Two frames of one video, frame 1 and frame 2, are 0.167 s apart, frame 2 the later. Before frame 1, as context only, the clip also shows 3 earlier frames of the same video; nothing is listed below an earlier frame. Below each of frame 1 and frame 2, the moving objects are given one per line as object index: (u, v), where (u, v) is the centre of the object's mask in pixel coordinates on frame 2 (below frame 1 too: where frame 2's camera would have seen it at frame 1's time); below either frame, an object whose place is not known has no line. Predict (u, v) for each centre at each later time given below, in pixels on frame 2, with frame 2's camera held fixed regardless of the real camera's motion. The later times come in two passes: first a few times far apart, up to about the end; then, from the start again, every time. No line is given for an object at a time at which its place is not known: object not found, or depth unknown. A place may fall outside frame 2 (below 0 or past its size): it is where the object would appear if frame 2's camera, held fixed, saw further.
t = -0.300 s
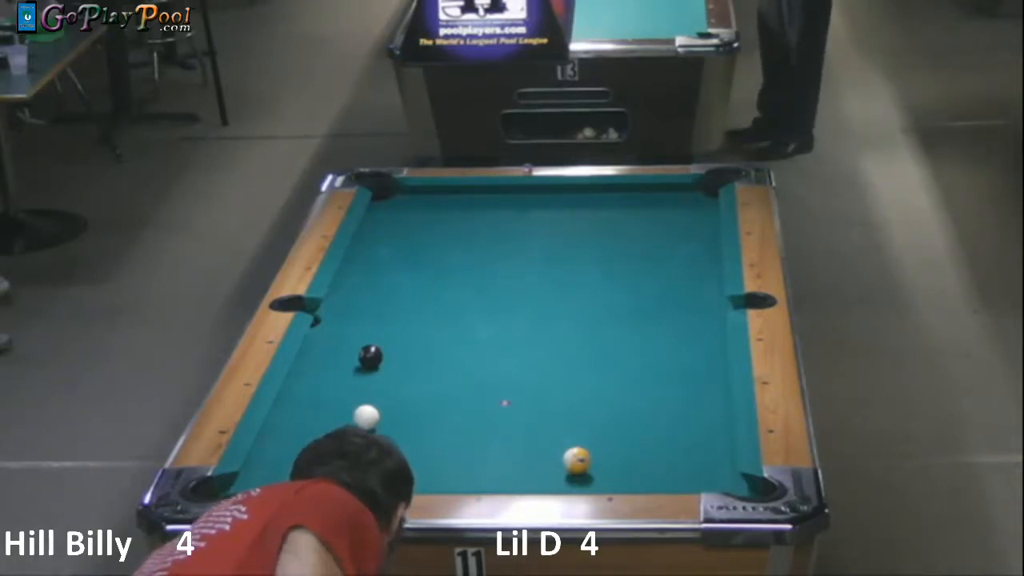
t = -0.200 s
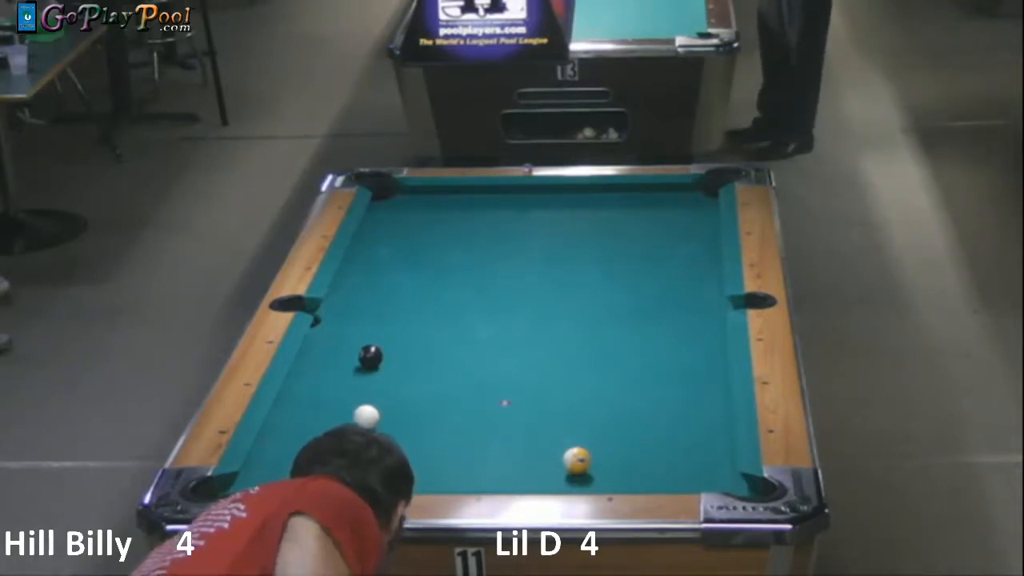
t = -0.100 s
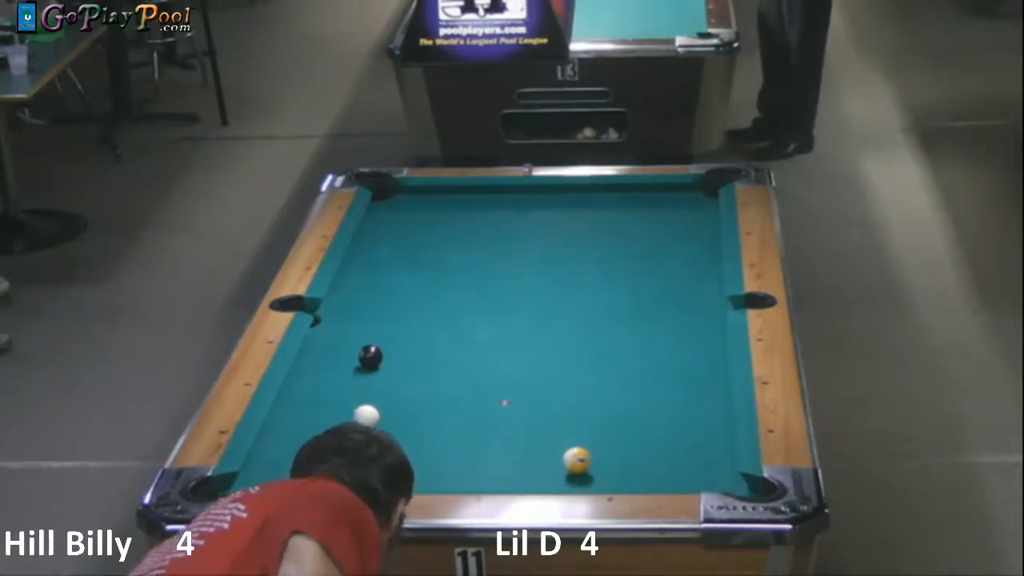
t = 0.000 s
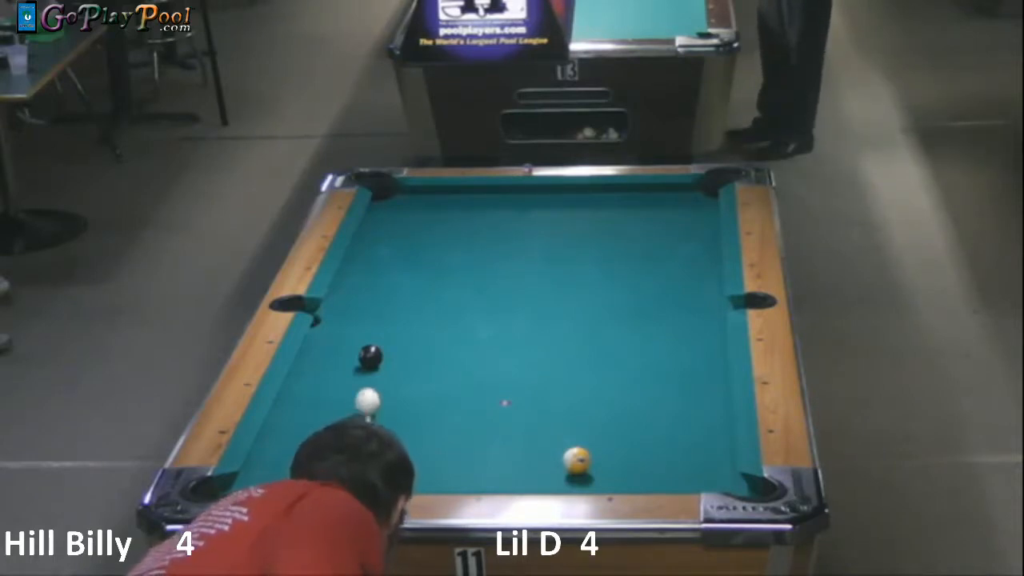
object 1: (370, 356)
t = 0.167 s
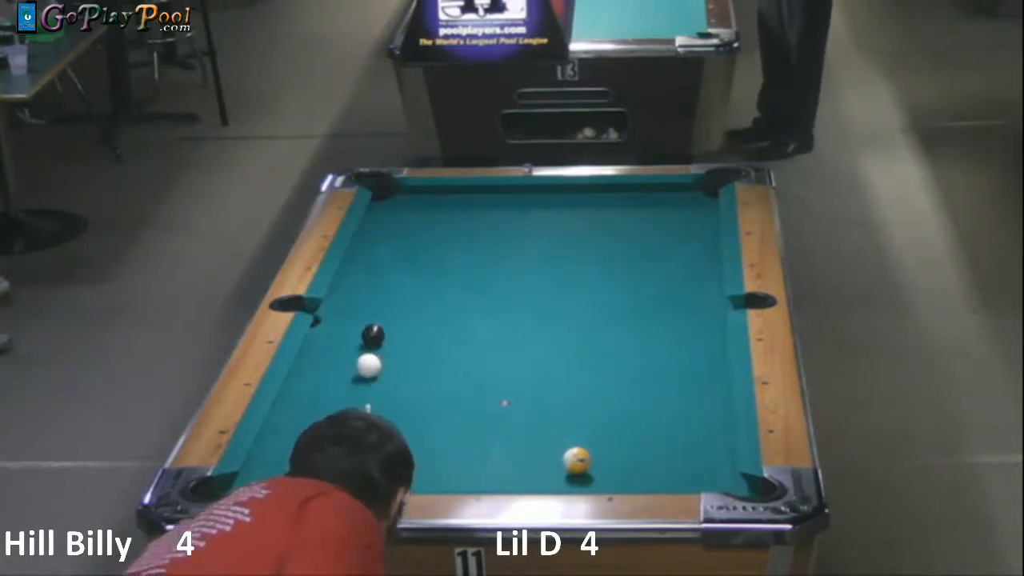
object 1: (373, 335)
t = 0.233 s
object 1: (374, 318)
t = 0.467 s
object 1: (379, 270)
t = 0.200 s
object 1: (374, 326)
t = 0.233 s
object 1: (374, 318)
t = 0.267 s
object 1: (375, 310)
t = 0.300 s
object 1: (377, 303)
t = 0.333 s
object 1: (377, 296)
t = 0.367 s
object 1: (377, 290)
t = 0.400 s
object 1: (379, 283)
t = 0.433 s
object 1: (380, 276)
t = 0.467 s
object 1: (379, 270)
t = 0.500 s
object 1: (381, 264)
